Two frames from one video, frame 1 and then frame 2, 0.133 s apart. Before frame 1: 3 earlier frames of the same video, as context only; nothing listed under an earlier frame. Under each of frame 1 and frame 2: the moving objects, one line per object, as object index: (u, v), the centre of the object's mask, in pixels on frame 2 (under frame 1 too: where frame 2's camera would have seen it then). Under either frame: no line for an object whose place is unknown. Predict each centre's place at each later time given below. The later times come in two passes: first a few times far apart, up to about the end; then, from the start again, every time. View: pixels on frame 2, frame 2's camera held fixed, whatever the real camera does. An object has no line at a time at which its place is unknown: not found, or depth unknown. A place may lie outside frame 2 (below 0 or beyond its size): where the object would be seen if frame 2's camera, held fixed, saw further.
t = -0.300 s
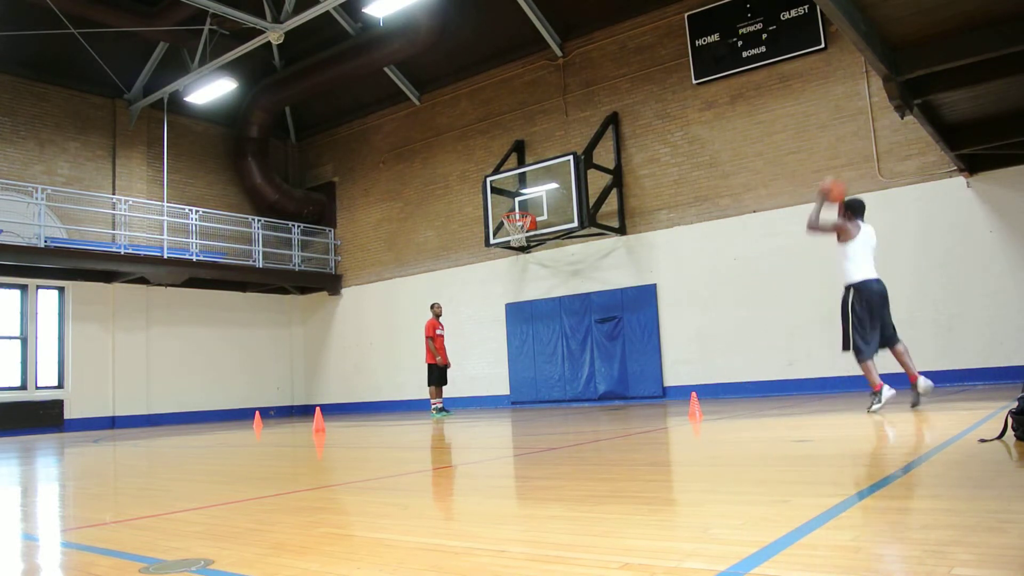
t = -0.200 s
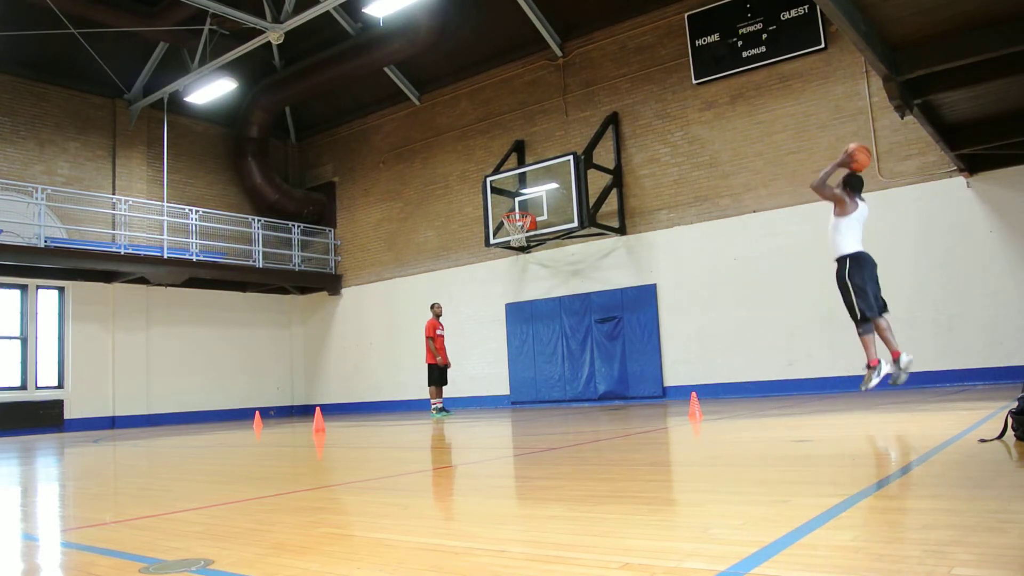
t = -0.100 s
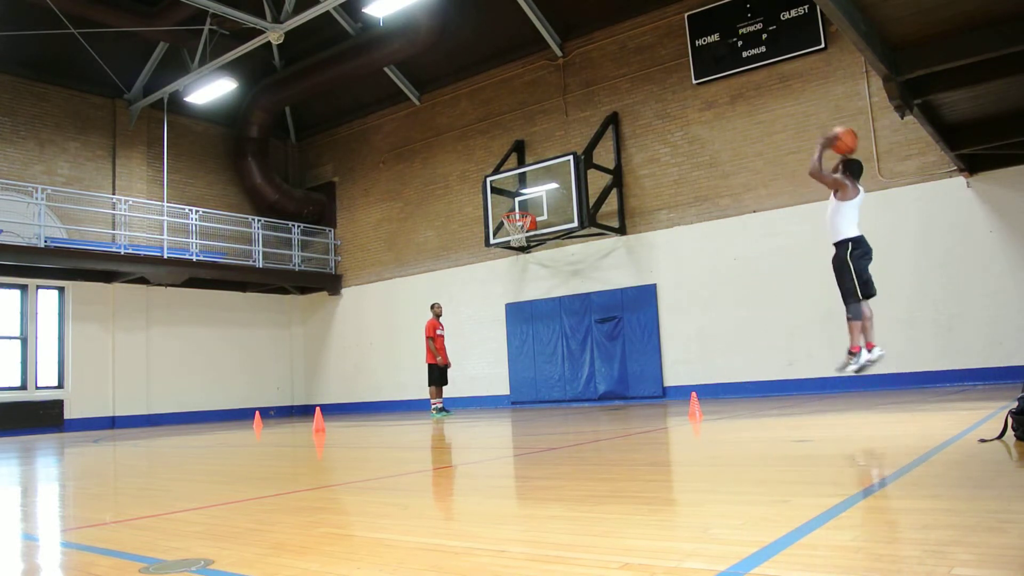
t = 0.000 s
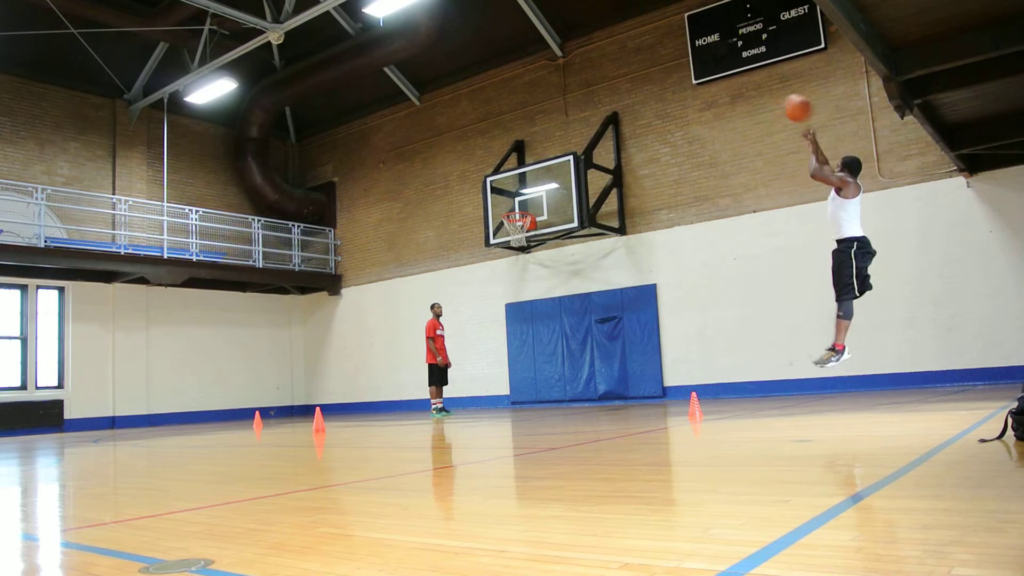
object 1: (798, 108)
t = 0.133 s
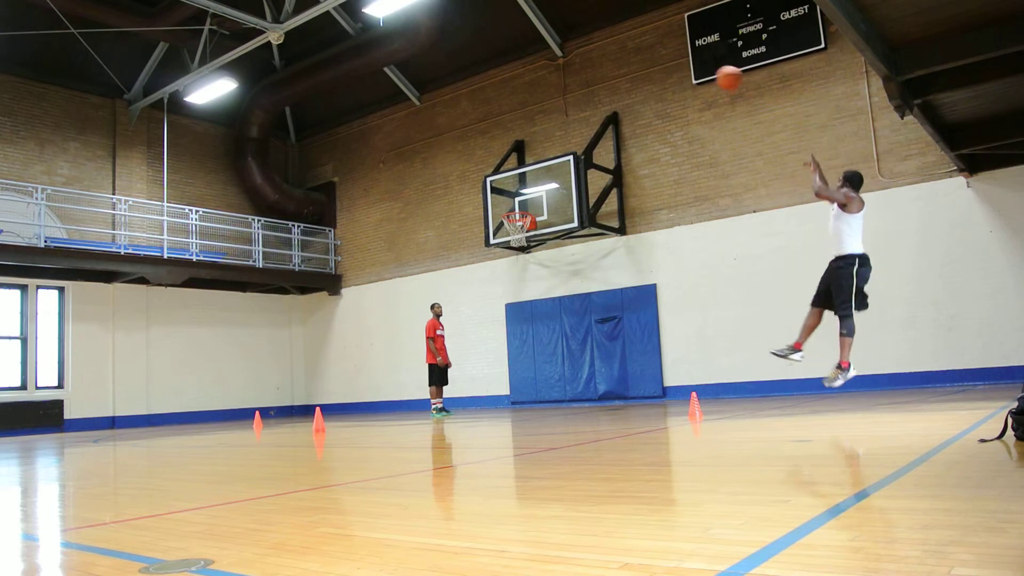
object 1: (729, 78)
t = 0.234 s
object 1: (687, 69)
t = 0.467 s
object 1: (612, 82)
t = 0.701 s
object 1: (557, 128)
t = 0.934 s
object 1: (516, 197)
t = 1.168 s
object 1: (500, 208)
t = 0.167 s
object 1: (714, 73)
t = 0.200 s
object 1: (700, 71)
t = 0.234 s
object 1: (687, 69)
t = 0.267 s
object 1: (674, 68)
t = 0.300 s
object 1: (663, 69)
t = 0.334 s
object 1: (652, 70)
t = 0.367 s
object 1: (641, 72)
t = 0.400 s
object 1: (631, 75)
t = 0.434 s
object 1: (621, 78)
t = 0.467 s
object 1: (612, 82)
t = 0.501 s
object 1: (603, 87)
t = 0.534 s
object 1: (595, 92)
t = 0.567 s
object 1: (587, 98)
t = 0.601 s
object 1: (579, 105)
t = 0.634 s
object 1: (571, 112)
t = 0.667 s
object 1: (564, 120)
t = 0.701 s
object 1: (557, 128)
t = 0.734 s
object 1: (551, 136)
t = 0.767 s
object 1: (544, 145)
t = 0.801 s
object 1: (538, 154)
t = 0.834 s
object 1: (533, 164)
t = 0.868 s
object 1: (527, 175)
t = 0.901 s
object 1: (521, 185)
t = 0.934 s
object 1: (516, 197)
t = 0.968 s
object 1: (511, 206)
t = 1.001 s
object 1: (509, 206)
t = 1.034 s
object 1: (507, 205)
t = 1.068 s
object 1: (507, 206)
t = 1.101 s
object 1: (504, 206)
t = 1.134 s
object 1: (502, 207)
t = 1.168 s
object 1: (500, 208)
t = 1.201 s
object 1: (498, 211)
